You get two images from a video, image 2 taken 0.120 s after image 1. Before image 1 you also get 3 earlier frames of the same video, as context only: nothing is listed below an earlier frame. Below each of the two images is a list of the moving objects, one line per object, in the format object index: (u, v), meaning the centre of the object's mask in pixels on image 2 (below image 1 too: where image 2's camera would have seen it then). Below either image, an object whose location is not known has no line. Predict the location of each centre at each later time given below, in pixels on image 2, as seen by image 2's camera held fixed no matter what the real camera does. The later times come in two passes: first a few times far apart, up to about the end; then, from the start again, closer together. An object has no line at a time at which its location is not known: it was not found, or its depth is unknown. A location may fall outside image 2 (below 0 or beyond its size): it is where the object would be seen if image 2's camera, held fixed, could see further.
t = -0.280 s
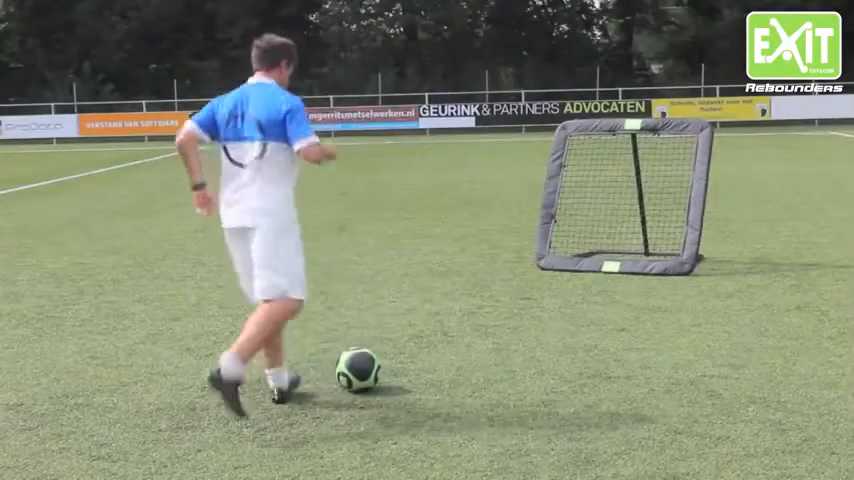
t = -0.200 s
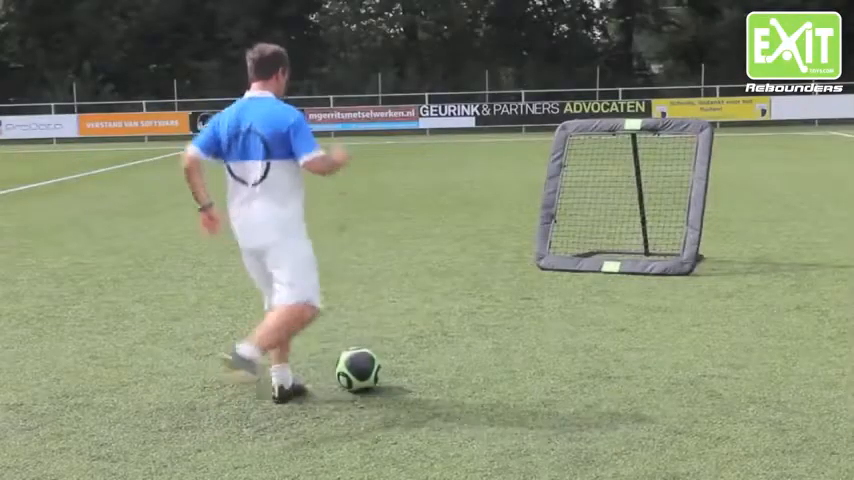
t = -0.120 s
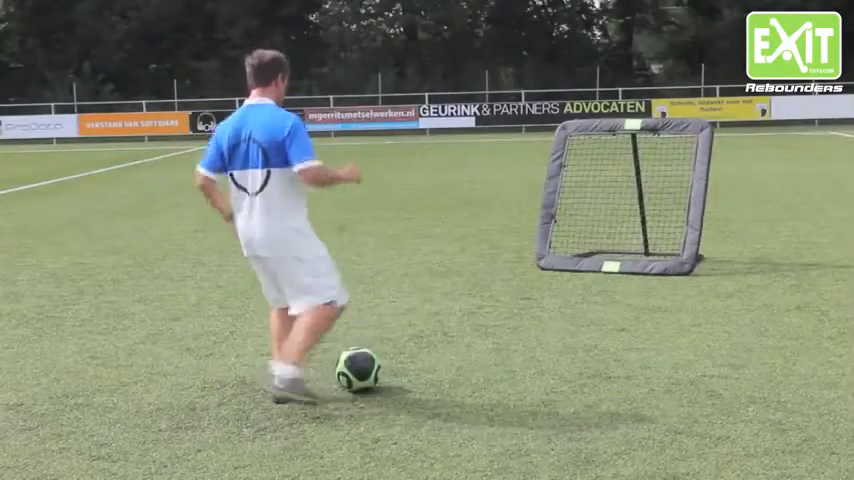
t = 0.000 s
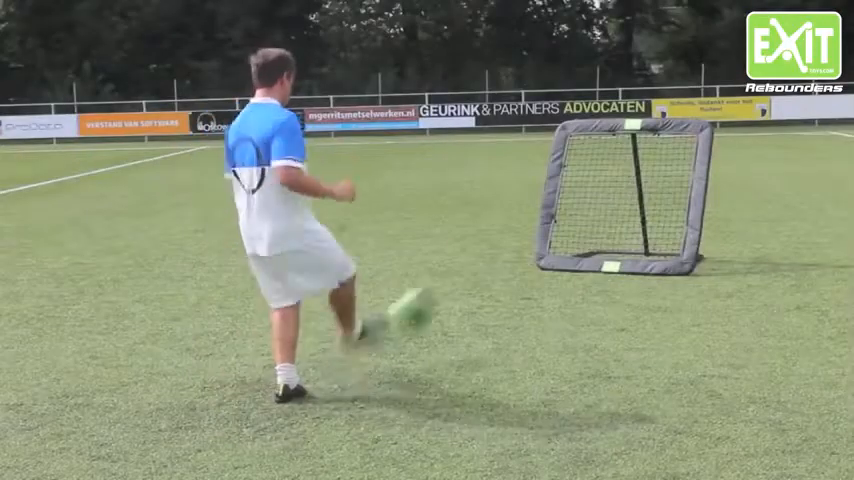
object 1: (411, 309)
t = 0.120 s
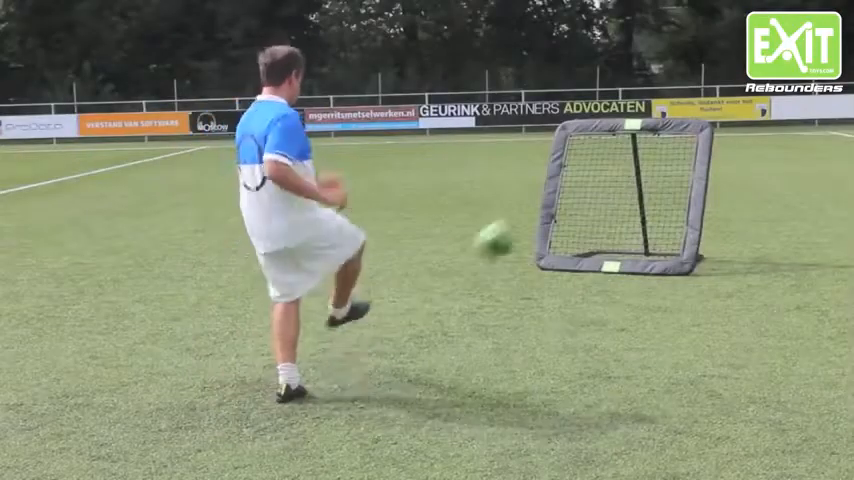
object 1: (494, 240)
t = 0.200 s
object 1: (542, 211)
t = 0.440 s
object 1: (611, 167)
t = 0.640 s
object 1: (572, 78)
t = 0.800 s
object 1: (535, 36)
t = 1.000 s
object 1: (479, 36)
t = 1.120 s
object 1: (440, 71)
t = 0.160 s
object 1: (518, 224)
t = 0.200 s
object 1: (542, 211)
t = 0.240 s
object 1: (562, 205)
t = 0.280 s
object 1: (580, 201)
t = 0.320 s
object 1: (597, 199)
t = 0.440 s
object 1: (611, 167)
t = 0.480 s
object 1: (604, 147)
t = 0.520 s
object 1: (597, 127)
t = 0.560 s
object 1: (589, 109)
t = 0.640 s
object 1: (572, 78)
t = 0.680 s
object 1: (562, 63)
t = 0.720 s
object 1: (555, 54)
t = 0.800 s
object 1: (535, 36)
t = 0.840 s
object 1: (525, 29)
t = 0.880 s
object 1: (515, 28)
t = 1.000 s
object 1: (479, 36)
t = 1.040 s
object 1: (467, 44)
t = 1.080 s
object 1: (457, 55)
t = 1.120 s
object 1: (440, 71)
